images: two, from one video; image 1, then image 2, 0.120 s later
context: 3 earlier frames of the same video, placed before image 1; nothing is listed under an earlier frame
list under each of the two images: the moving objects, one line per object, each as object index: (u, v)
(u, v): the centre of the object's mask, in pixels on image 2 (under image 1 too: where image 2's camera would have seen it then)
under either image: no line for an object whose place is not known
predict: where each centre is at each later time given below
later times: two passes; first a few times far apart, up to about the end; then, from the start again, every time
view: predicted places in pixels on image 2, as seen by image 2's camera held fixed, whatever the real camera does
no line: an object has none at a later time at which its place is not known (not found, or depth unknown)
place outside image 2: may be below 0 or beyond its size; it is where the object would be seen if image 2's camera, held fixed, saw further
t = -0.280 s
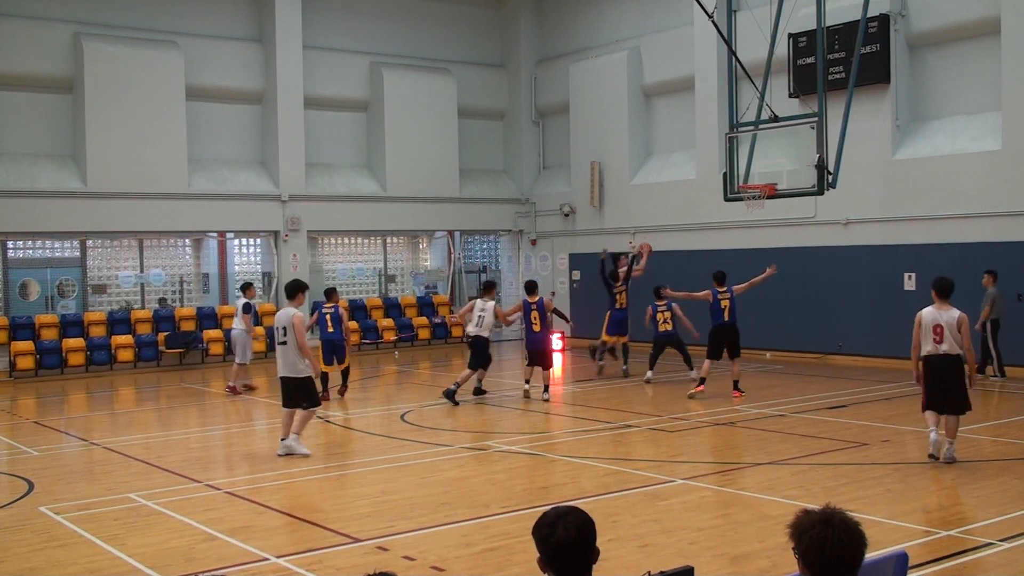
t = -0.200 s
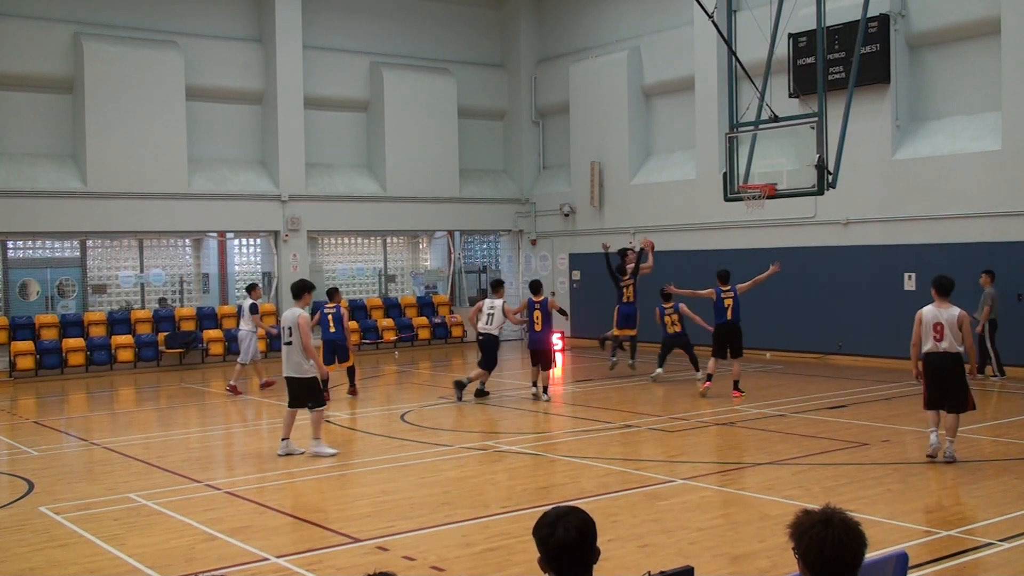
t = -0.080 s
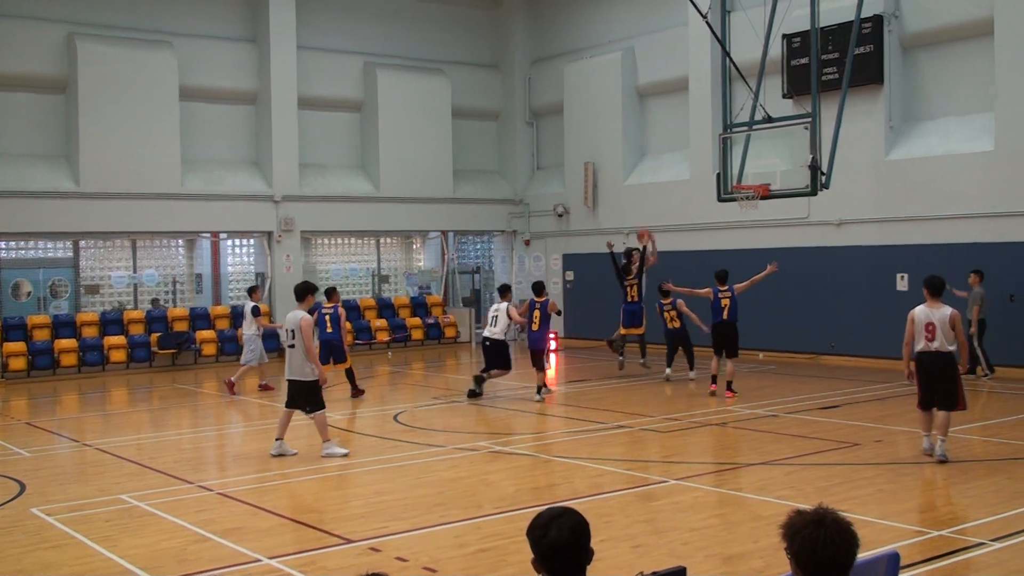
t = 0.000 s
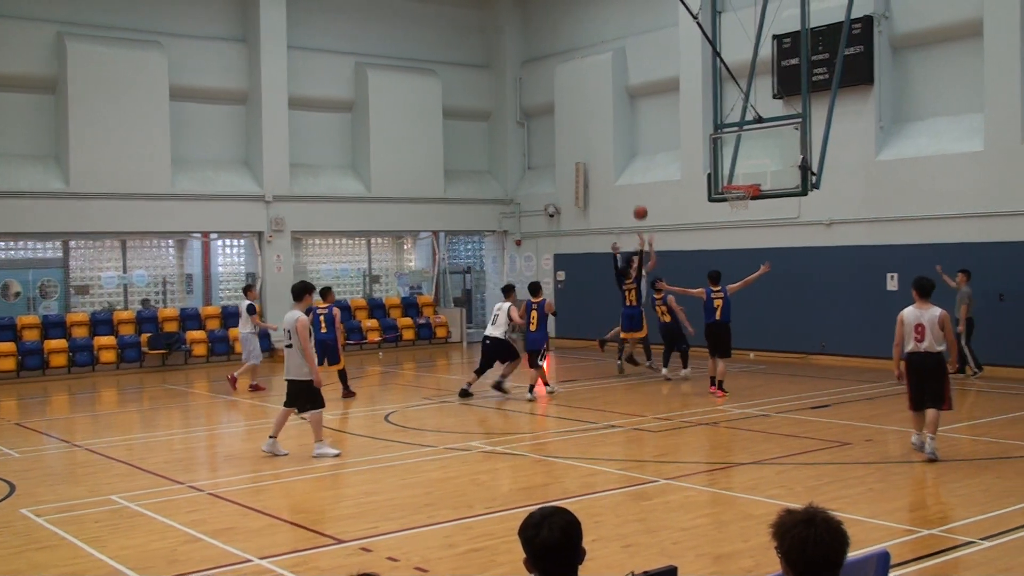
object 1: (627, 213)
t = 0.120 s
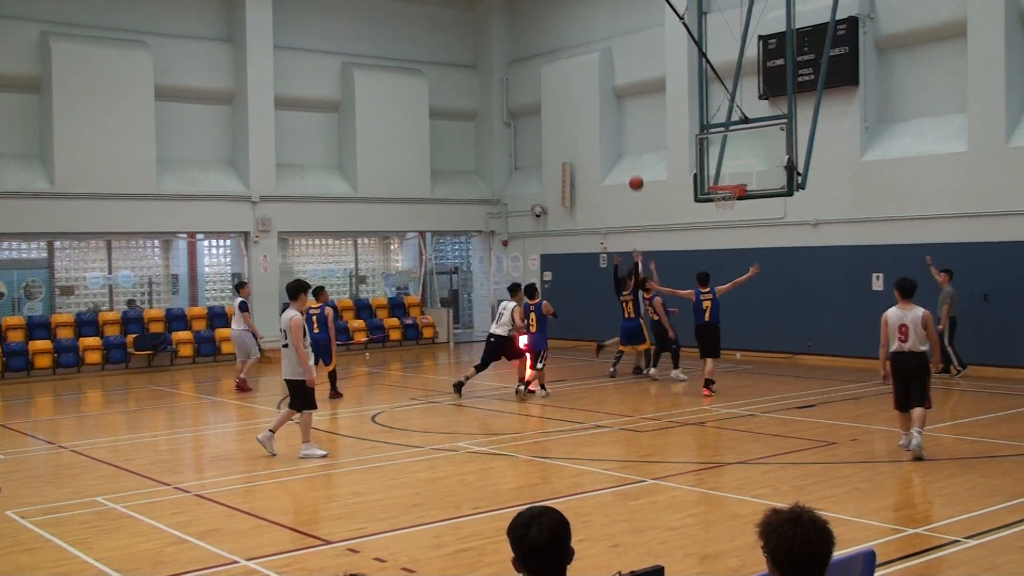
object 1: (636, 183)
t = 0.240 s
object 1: (645, 161)
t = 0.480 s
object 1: (665, 142)
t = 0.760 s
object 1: (689, 163)
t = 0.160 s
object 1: (639, 175)
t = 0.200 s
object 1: (642, 167)
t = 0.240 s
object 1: (645, 161)
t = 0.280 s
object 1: (648, 156)
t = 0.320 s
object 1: (651, 151)
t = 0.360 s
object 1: (654, 148)
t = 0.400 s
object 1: (657, 145)
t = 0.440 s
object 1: (661, 143)
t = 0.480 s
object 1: (665, 142)
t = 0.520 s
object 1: (668, 142)
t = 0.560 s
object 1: (671, 143)
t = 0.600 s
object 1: (675, 145)
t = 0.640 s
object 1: (679, 148)
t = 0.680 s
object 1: (682, 152)
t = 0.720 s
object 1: (686, 157)
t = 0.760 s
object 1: (689, 163)
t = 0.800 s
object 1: (692, 170)
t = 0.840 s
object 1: (697, 178)
